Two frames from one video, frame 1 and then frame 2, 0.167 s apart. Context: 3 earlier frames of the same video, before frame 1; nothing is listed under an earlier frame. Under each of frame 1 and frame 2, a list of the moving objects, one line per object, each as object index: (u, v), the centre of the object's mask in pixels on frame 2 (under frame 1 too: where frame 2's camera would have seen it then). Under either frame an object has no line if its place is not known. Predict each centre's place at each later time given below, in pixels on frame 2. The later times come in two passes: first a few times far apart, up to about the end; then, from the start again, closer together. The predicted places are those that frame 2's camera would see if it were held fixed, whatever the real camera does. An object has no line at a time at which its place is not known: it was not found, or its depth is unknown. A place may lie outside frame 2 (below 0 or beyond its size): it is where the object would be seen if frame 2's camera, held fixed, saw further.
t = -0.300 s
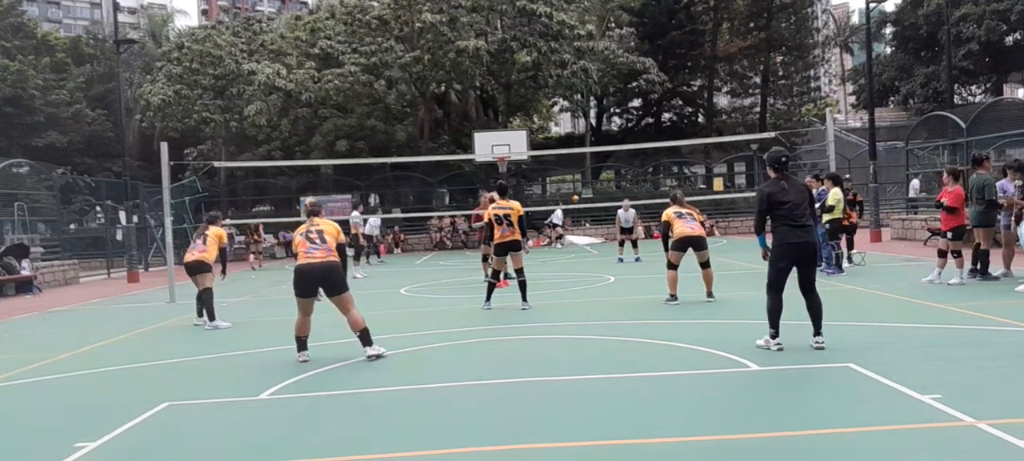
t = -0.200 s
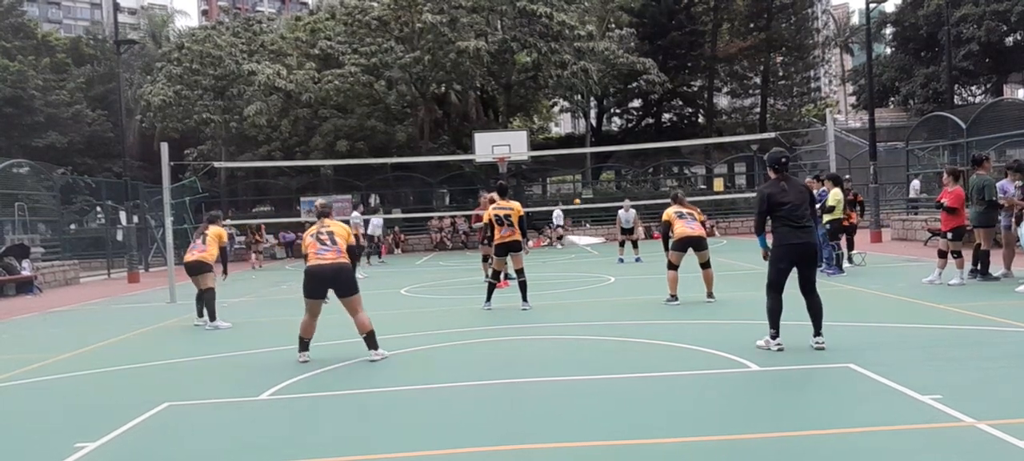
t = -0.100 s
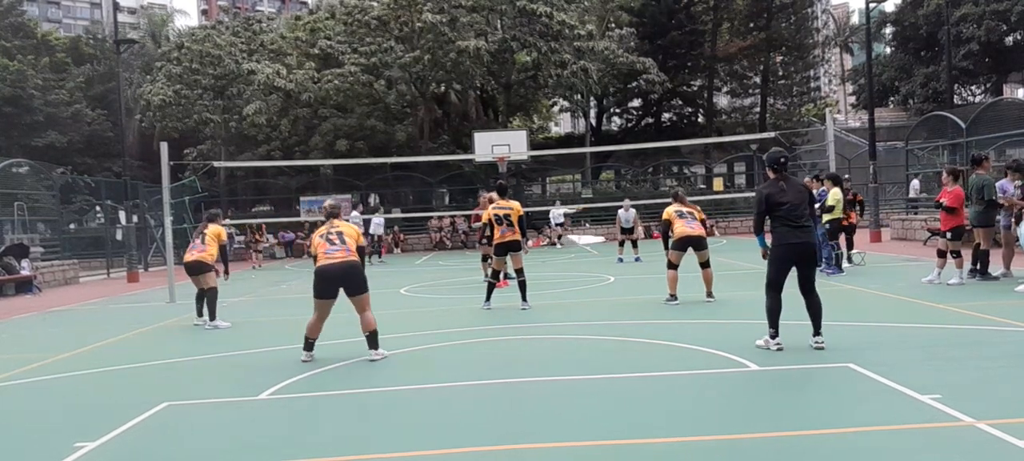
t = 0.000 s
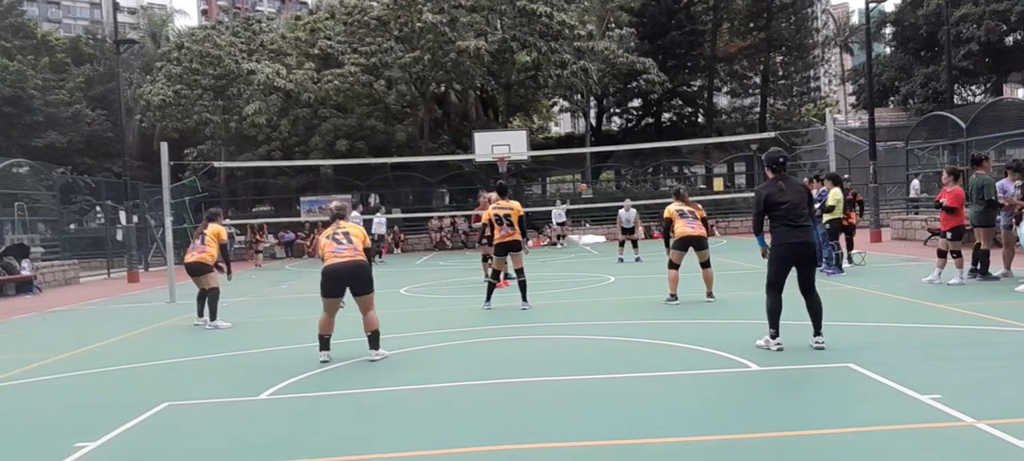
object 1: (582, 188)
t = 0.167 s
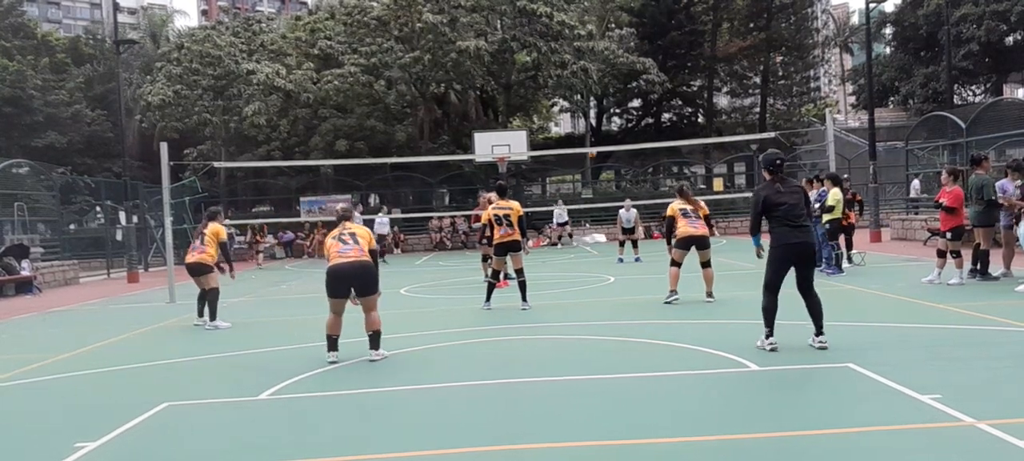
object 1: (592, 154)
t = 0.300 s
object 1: (600, 129)
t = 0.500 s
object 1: (613, 101)
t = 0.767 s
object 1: (645, 88)
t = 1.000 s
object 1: (691, 119)
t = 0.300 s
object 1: (600, 129)
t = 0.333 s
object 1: (602, 123)
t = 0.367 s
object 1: (605, 118)
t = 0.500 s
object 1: (613, 101)
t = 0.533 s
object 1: (616, 98)
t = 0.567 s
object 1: (620, 94)
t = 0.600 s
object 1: (623, 92)
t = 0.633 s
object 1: (627, 90)
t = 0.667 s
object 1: (631, 88)
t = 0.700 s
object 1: (635, 87)
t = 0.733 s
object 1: (639, 87)
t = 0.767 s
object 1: (645, 88)
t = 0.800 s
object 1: (650, 90)
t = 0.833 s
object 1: (656, 92)
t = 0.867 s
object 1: (661, 96)
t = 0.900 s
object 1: (668, 100)
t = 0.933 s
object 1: (675, 105)
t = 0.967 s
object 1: (683, 112)
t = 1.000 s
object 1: (691, 119)
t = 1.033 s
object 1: (701, 128)
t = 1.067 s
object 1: (711, 138)
